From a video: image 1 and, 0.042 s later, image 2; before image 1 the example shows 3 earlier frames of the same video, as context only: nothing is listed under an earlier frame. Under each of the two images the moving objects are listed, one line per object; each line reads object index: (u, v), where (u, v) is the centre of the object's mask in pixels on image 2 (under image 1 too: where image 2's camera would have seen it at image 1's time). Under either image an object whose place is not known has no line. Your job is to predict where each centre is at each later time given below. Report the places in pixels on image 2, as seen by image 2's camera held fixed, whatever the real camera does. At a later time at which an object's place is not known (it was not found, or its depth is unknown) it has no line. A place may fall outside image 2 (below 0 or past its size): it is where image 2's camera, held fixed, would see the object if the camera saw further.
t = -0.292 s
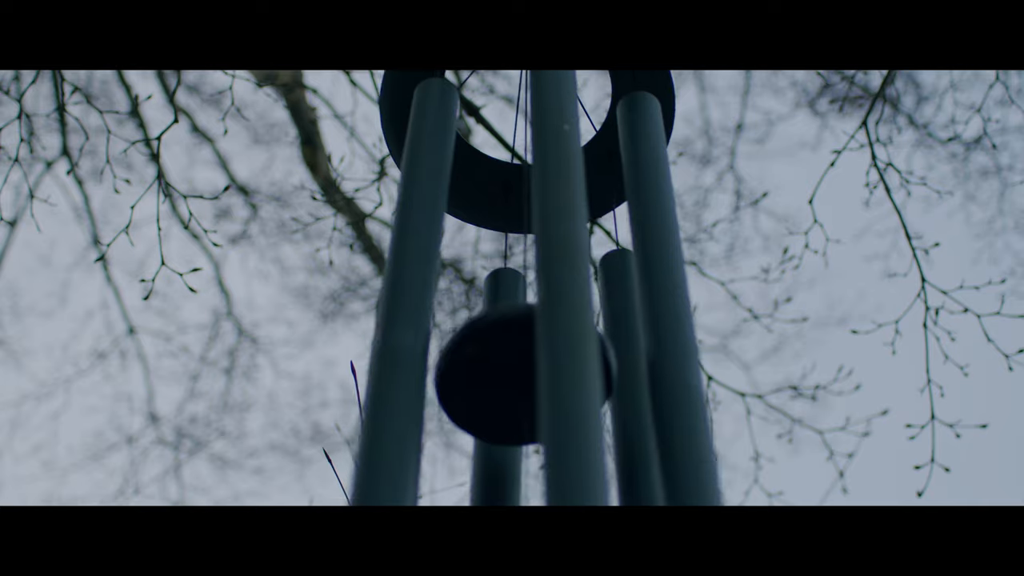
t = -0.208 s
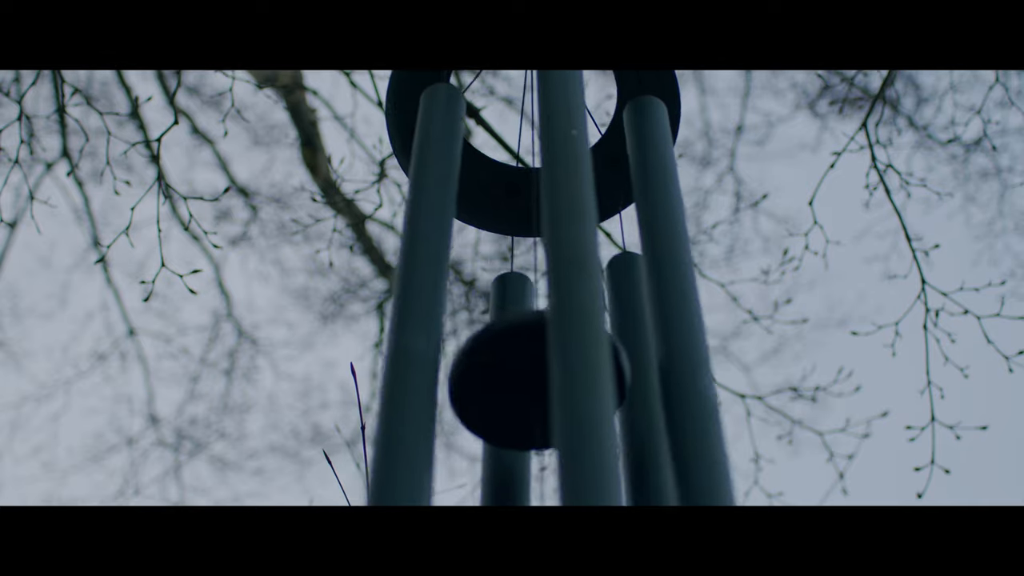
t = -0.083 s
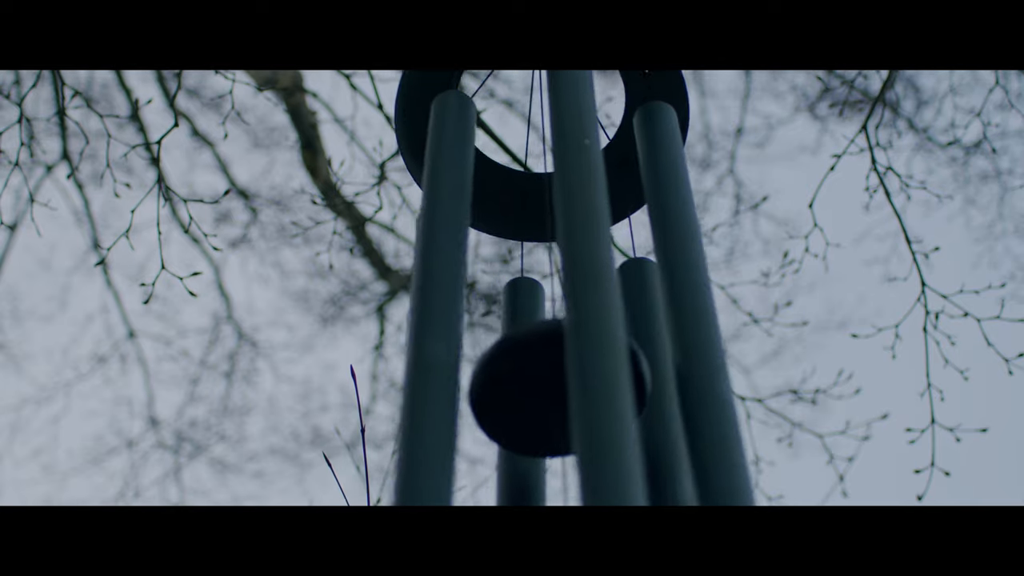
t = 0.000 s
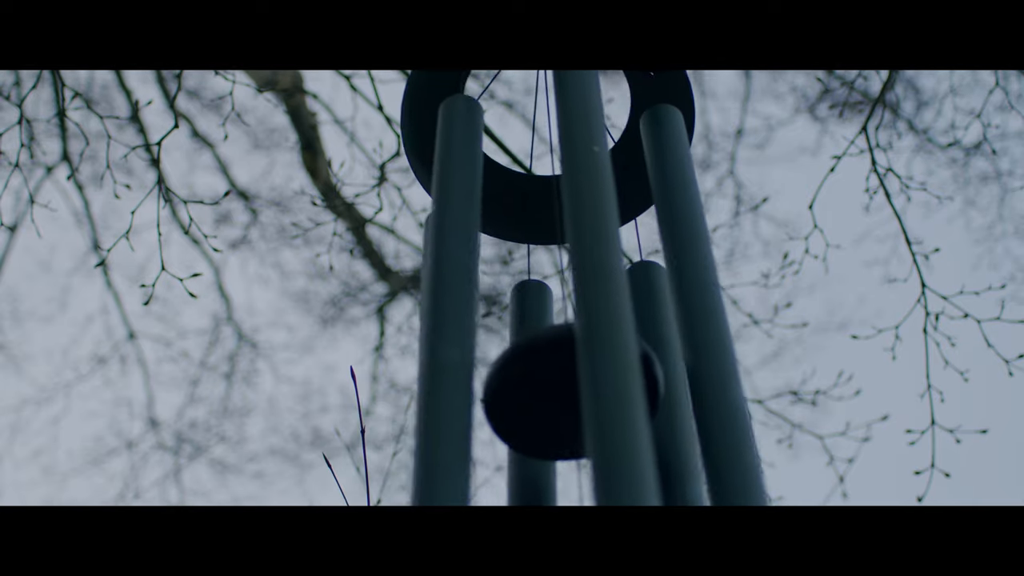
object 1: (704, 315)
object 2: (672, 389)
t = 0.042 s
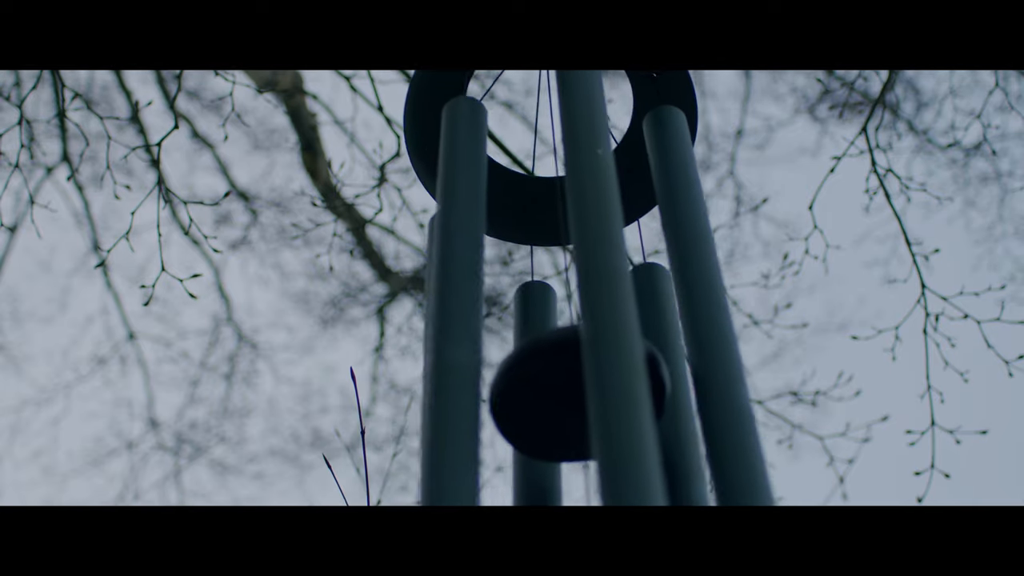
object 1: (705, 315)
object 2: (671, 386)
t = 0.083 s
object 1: (713, 315)
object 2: (679, 387)
